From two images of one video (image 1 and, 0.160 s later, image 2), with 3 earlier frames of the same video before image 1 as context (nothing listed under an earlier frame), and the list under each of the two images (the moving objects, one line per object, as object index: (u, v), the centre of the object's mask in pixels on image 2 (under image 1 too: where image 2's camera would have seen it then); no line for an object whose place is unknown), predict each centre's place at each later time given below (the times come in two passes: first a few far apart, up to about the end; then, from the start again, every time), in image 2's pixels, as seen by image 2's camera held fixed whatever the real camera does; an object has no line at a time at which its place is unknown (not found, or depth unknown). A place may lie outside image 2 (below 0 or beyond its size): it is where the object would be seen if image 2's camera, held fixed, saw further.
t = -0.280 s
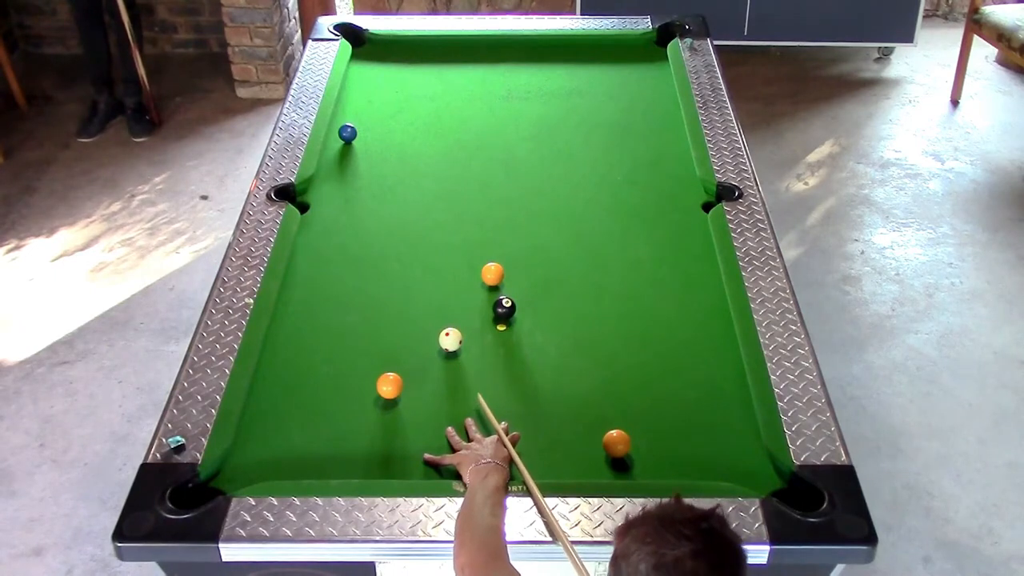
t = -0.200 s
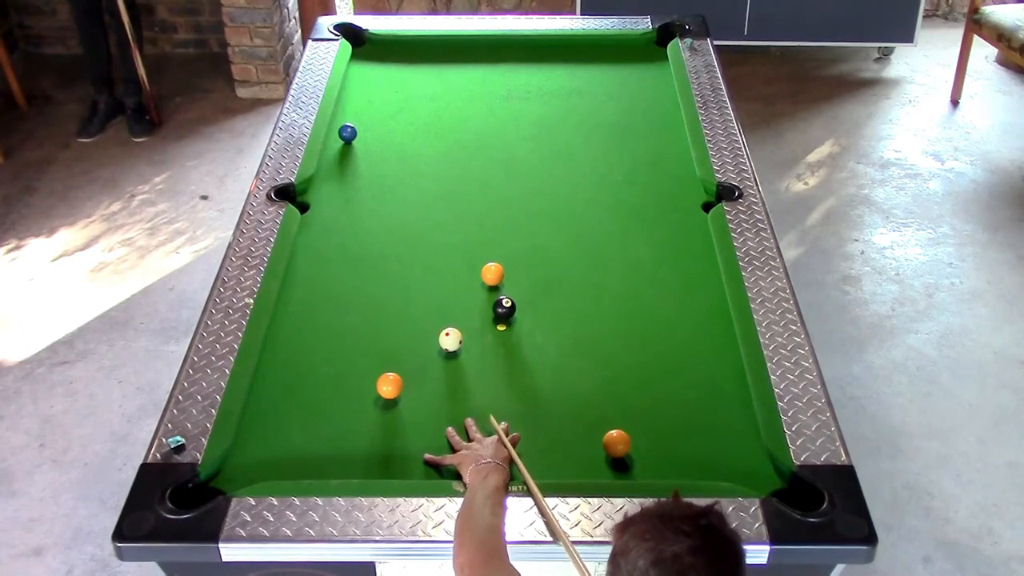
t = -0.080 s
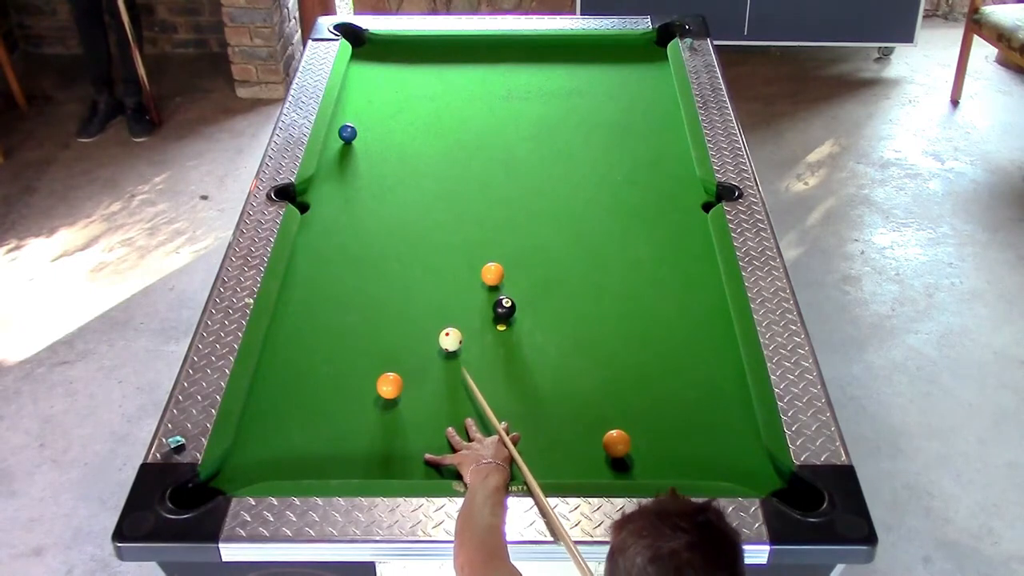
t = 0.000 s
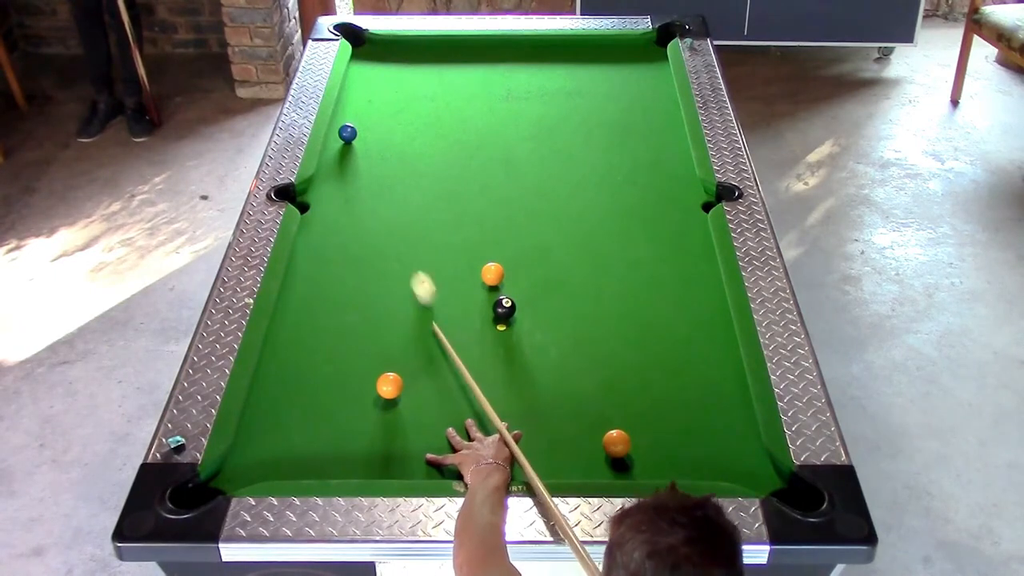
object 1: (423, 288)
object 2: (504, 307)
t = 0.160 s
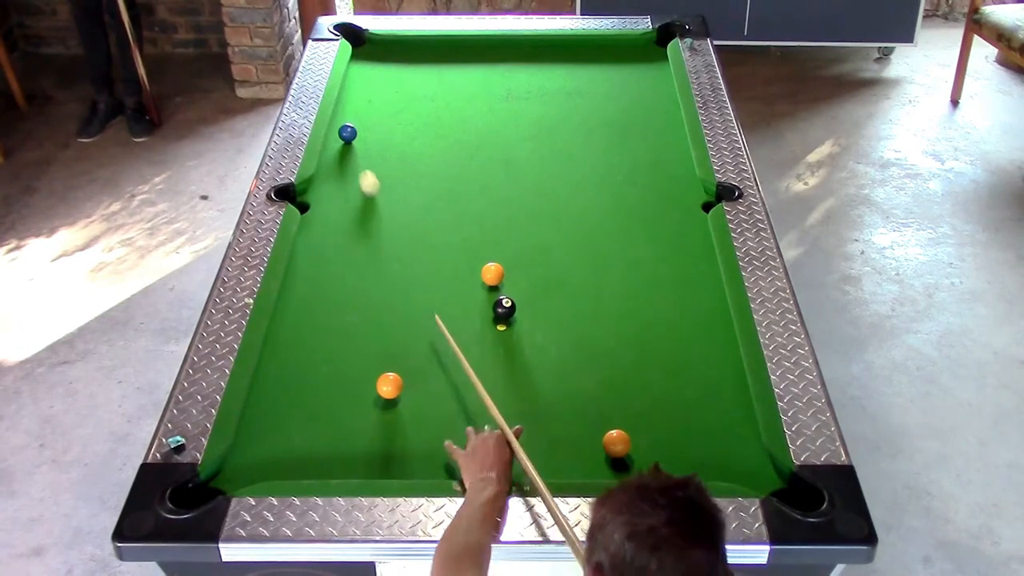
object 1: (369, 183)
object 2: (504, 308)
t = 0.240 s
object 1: (349, 145)
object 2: (504, 308)
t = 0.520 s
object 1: (357, 170)
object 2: (504, 308)
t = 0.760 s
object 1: (386, 200)
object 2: (504, 308)
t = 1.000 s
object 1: (416, 232)
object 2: (504, 308)
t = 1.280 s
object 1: (453, 270)
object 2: (504, 308)
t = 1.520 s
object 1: (483, 302)
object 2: (506, 309)
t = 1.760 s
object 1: (478, 318)
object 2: (535, 322)
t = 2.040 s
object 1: (472, 336)
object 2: (565, 336)
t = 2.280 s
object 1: (469, 349)
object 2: (588, 347)
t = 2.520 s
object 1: (466, 361)
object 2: (610, 357)
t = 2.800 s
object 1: (465, 373)
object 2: (633, 366)
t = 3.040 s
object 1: (464, 381)
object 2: (649, 373)
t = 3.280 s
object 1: (463, 386)
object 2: (662, 379)
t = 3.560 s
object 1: (461, 390)
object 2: (674, 385)
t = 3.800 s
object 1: (461, 391)
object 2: (681, 388)
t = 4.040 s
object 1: (461, 390)
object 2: (686, 389)
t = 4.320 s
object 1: (461, 390)
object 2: (687, 388)
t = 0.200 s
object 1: (358, 163)
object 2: (504, 308)
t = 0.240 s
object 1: (349, 145)
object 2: (504, 308)
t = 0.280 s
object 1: (338, 143)
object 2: (504, 308)
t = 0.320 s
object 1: (334, 146)
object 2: (504, 308)
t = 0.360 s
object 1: (338, 151)
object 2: (504, 308)
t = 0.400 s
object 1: (343, 156)
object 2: (504, 308)
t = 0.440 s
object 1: (347, 161)
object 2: (504, 308)
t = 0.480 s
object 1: (352, 165)
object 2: (504, 308)
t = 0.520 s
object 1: (357, 170)
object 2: (504, 308)
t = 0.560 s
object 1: (362, 175)
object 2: (504, 308)
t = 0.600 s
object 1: (366, 180)
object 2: (504, 308)
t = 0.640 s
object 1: (371, 185)
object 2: (504, 308)
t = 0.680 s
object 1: (376, 190)
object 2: (504, 308)
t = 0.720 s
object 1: (381, 195)
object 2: (504, 308)
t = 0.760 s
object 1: (386, 200)
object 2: (504, 308)
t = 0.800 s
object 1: (391, 205)
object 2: (504, 308)
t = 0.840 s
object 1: (395, 211)
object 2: (504, 308)
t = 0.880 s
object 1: (401, 216)
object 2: (504, 308)
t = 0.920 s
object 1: (406, 221)
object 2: (504, 308)
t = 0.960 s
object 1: (411, 226)
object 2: (504, 308)
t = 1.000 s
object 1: (416, 232)
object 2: (504, 308)
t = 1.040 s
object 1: (421, 237)
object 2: (504, 308)
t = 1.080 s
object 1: (426, 242)
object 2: (504, 308)
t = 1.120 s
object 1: (431, 248)
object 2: (504, 308)
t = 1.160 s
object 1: (437, 253)
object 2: (504, 308)
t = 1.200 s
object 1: (442, 259)
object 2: (504, 308)
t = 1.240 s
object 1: (447, 264)
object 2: (504, 308)
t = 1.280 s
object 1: (453, 270)
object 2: (504, 308)
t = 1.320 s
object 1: (458, 275)
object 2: (504, 308)
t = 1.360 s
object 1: (463, 281)
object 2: (504, 308)
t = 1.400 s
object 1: (469, 286)
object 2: (504, 308)
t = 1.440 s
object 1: (475, 292)
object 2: (504, 308)
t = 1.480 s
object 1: (480, 298)
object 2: (504, 308)
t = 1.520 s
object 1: (483, 302)
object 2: (506, 309)
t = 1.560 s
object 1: (482, 305)
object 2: (512, 312)
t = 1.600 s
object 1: (481, 307)
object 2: (516, 313)
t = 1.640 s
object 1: (480, 310)
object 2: (521, 316)
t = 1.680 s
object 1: (480, 313)
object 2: (525, 317)
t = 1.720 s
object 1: (479, 316)
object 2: (530, 320)
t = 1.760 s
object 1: (478, 318)
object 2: (535, 322)
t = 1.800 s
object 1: (477, 321)
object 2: (539, 324)
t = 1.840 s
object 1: (476, 323)
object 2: (544, 326)
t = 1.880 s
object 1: (475, 326)
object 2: (548, 328)
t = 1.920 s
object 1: (474, 328)
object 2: (552, 330)
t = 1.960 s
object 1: (474, 331)
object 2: (556, 332)
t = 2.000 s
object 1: (473, 333)
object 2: (561, 334)
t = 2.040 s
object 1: (472, 336)
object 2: (565, 336)
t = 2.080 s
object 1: (472, 338)
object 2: (569, 338)
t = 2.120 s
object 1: (471, 340)
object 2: (573, 340)
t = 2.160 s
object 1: (471, 343)
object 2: (577, 342)
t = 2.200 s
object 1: (470, 345)
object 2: (580, 343)
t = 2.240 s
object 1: (470, 347)
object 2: (585, 345)
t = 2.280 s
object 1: (469, 349)
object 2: (588, 347)
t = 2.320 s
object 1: (469, 352)
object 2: (592, 349)
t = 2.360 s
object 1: (468, 354)
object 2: (596, 351)
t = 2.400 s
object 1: (468, 355)
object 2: (600, 352)
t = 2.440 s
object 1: (467, 358)
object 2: (603, 354)
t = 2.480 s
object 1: (467, 359)
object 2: (607, 355)
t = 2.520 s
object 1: (466, 361)
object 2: (610, 357)
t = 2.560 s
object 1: (466, 363)
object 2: (614, 358)
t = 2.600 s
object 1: (466, 365)
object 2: (617, 360)
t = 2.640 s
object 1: (466, 367)
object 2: (620, 362)
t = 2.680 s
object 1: (465, 368)
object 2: (623, 362)
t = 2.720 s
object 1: (465, 370)
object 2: (627, 364)
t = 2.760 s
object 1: (465, 371)
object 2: (630, 365)
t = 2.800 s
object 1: (465, 373)
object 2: (633, 366)
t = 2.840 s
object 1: (465, 374)
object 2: (635, 367)
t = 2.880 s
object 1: (465, 376)
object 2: (638, 369)
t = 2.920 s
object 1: (465, 377)
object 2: (641, 370)
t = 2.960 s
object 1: (464, 378)
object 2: (644, 371)
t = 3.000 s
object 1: (464, 380)
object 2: (646, 372)
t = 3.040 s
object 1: (464, 381)
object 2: (649, 373)
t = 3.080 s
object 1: (464, 382)
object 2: (651, 374)
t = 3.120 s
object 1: (464, 383)
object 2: (653, 375)
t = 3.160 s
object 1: (463, 384)
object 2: (656, 376)
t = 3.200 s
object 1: (463, 385)
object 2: (658, 378)
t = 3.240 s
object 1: (463, 385)
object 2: (660, 378)
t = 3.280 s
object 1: (463, 386)
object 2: (662, 379)
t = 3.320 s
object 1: (463, 387)
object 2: (664, 380)
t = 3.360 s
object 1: (462, 388)
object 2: (666, 381)
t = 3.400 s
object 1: (462, 388)
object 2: (668, 382)
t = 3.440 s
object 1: (462, 389)
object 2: (670, 383)
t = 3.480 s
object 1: (461, 389)
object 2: (671, 383)
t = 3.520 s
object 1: (461, 390)
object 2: (673, 384)
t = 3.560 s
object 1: (461, 390)
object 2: (674, 385)
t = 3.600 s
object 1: (461, 390)
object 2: (676, 385)
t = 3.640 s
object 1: (461, 391)
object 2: (677, 386)
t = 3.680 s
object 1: (460, 391)
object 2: (678, 386)
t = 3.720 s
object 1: (460, 391)
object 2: (679, 387)
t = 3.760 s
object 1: (461, 391)
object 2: (680, 387)
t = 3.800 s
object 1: (461, 391)
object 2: (681, 388)
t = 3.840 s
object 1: (461, 391)
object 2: (682, 388)
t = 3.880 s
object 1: (461, 391)
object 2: (683, 388)
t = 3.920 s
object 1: (461, 390)
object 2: (684, 389)
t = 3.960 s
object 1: (461, 390)
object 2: (685, 389)
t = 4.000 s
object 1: (461, 390)
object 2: (685, 389)
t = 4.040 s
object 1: (461, 390)
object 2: (686, 389)
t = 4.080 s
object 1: (461, 390)
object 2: (686, 389)
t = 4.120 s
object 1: (461, 390)
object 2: (687, 389)
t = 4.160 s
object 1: (461, 390)
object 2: (687, 389)
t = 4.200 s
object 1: (461, 390)
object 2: (687, 388)
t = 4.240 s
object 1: (461, 390)
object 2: (687, 388)
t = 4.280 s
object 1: (461, 390)
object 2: (687, 388)
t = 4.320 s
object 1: (461, 390)
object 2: (687, 388)
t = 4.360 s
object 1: (461, 390)
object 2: (687, 388)
